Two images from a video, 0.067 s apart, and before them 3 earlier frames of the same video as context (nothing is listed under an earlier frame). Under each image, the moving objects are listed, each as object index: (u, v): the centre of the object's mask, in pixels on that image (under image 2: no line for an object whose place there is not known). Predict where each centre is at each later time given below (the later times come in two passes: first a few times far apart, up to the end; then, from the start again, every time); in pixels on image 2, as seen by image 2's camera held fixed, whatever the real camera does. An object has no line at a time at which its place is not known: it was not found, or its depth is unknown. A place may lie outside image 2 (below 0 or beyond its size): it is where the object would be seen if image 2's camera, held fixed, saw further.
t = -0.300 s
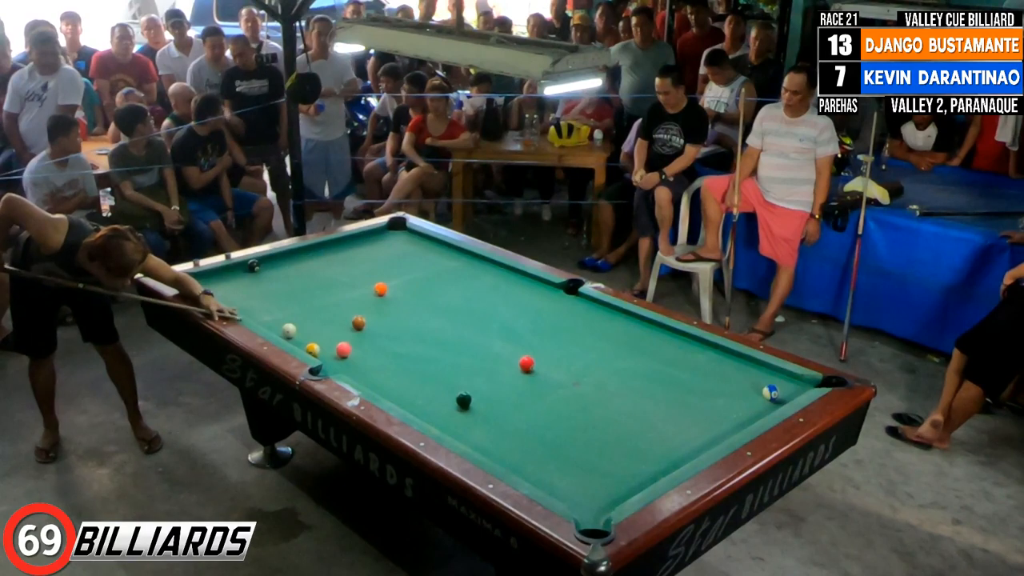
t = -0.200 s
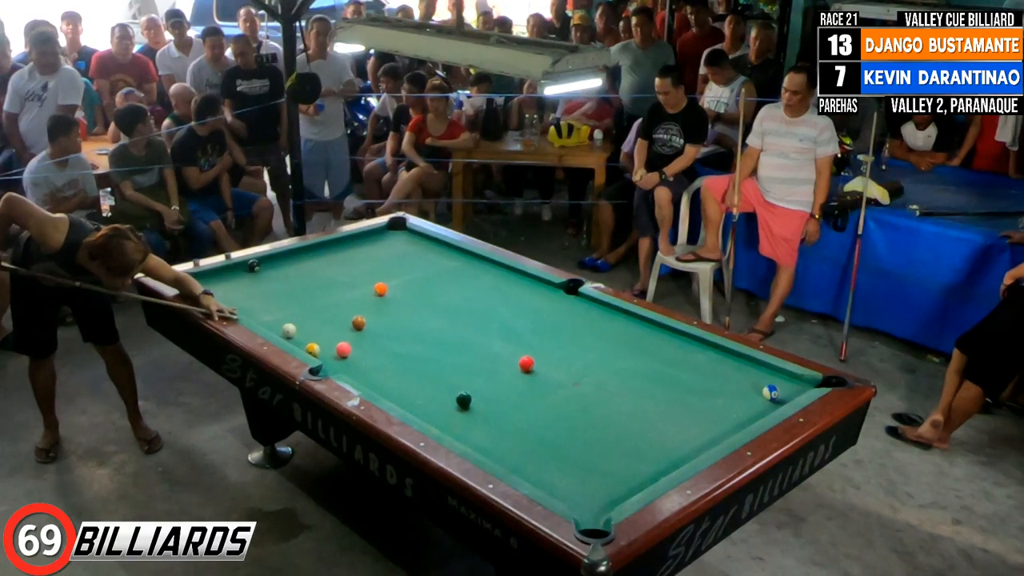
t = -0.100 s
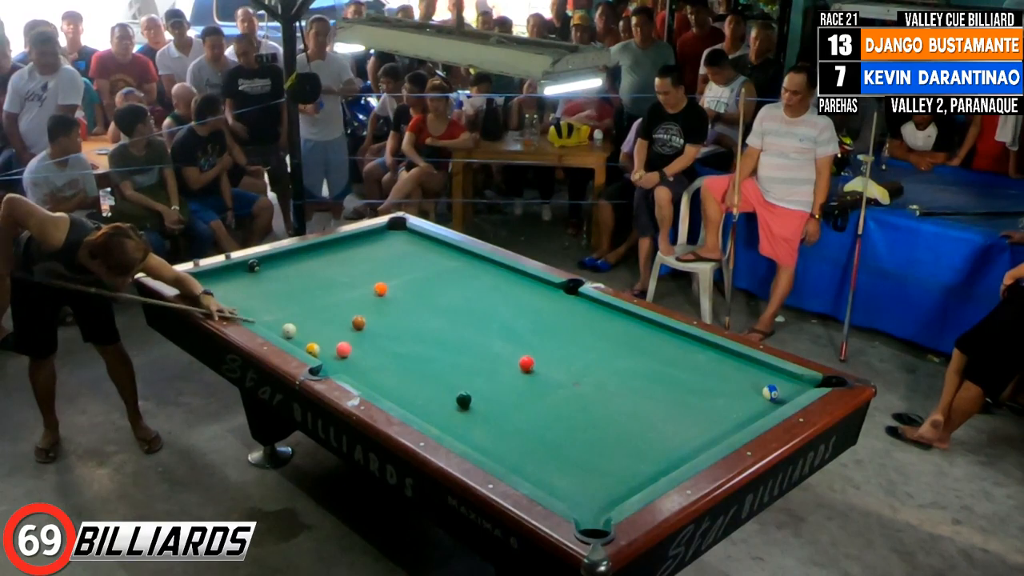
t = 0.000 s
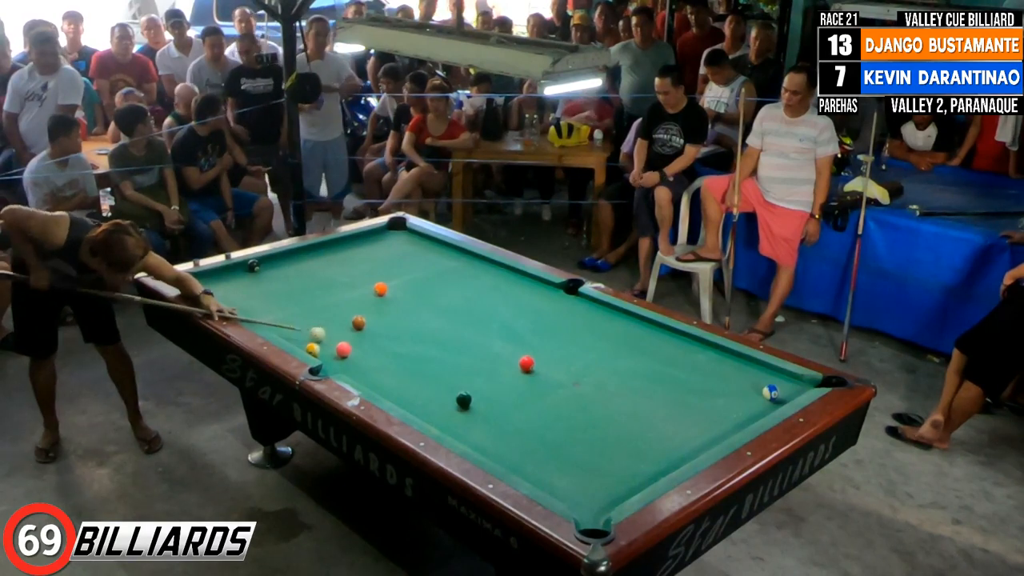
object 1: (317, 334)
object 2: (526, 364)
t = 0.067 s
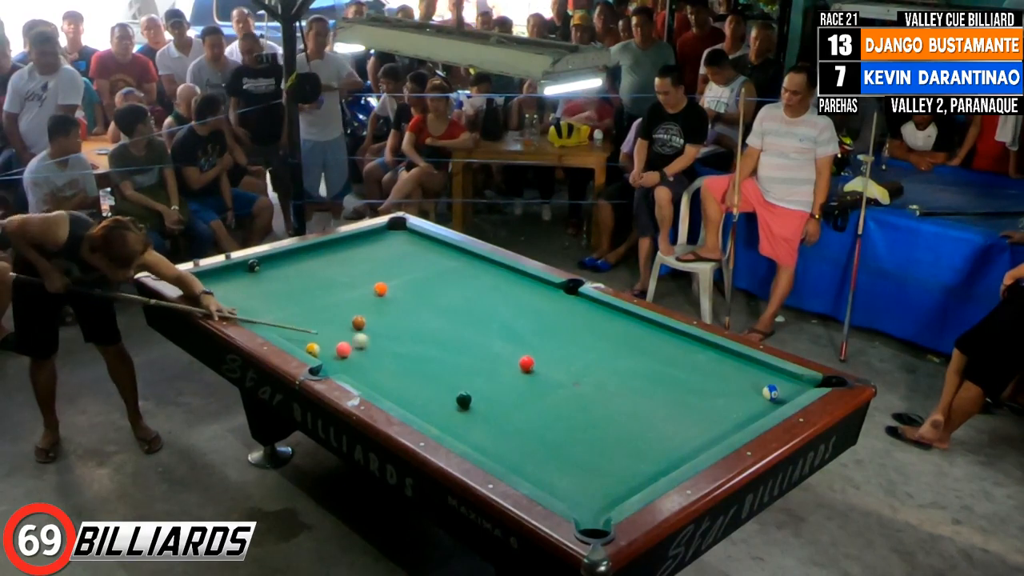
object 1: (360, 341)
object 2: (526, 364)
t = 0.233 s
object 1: (471, 357)
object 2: (526, 364)
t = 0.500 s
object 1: (529, 378)
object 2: (652, 371)
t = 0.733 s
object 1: (574, 396)
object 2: (764, 377)
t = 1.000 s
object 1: (629, 418)
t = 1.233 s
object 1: (680, 437)
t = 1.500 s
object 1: (692, 439)
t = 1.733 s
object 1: (667, 424)
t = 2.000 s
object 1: (642, 410)
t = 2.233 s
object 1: (623, 398)
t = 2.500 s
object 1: (602, 386)
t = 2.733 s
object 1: (585, 376)
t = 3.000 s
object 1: (569, 366)
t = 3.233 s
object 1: (555, 357)
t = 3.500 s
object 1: (541, 349)
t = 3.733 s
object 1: (530, 342)
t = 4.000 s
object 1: (519, 334)
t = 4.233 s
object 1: (510, 328)
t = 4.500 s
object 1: (501, 322)
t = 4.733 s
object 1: (494, 318)
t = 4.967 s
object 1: (488, 314)
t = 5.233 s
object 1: (482, 309)
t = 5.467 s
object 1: (477, 306)
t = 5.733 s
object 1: (473, 303)
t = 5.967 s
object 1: (469, 300)
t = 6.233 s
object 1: (467, 298)
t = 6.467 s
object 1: (465, 296)
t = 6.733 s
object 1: (463, 295)
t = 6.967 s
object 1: (462, 294)
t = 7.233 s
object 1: (460, 293)
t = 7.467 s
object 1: (460, 293)
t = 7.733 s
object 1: (460, 293)
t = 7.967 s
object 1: (460, 293)
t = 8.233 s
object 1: (460, 293)
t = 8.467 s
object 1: (460, 293)
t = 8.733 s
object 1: (460, 293)
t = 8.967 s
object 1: (460, 293)
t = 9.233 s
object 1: (460, 293)
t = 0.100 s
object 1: (382, 344)
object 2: (526, 364)
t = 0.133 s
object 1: (404, 347)
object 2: (526, 364)
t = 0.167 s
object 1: (426, 351)
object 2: (526, 364)
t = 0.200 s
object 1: (448, 354)
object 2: (526, 364)
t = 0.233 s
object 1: (471, 357)
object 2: (526, 364)
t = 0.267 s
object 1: (494, 361)
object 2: (526, 364)
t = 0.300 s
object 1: (511, 364)
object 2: (532, 364)
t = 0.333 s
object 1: (512, 366)
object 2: (554, 365)
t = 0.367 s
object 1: (513, 369)
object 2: (576, 367)
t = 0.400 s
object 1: (516, 371)
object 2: (596, 368)
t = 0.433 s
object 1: (520, 373)
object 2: (616, 369)
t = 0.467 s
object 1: (524, 375)
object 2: (634, 370)
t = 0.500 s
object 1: (529, 378)
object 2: (652, 371)
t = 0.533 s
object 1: (536, 380)
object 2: (669, 372)
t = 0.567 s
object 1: (542, 383)
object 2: (685, 373)
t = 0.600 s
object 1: (548, 386)
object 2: (701, 375)
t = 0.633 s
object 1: (555, 388)
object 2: (717, 375)
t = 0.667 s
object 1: (561, 391)
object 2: (733, 377)
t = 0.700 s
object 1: (568, 394)
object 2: (749, 377)
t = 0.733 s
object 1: (574, 396)
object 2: (764, 377)
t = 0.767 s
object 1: (581, 399)
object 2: (781, 379)
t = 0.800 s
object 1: (588, 401)
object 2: (797, 380)
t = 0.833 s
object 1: (595, 404)
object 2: (812, 381)
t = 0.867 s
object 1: (601, 407)
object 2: (827, 381)
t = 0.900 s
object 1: (608, 409)
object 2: (839, 384)
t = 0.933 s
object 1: (616, 412)
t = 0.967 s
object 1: (622, 415)
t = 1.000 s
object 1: (629, 418)
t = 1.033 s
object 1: (637, 420)
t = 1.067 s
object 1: (643, 423)
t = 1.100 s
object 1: (651, 426)
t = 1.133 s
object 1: (658, 429)
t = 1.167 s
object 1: (665, 432)
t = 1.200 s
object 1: (672, 435)
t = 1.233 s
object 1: (680, 437)
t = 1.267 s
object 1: (687, 440)
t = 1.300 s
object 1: (695, 443)
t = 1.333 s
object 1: (701, 445)
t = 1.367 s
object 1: (706, 445)
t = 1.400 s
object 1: (702, 444)
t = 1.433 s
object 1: (699, 443)
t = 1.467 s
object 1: (695, 441)
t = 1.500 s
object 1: (692, 439)
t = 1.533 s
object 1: (688, 436)
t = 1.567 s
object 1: (685, 434)
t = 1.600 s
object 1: (681, 432)
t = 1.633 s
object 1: (678, 430)
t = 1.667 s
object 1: (674, 428)
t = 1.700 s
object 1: (671, 427)
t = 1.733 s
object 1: (667, 424)
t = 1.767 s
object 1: (664, 423)
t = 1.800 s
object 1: (661, 421)
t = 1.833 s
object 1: (658, 419)
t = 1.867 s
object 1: (654, 417)
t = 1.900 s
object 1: (652, 415)
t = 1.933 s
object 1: (649, 413)
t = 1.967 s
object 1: (645, 412)
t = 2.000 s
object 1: (642, 410)
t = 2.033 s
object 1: (640, 408)
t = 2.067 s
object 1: (637, 407)
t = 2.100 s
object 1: (633, 405)
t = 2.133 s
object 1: (631, 403)
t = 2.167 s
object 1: (628, 401)
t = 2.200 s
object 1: (625, 400)
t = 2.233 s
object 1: (623, 398)
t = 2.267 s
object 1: (620, 397)
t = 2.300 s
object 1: (617, 395)
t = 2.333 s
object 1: (615, 394)
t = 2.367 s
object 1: (612, 392)
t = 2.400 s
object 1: (610, 391)
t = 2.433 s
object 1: (607, 389)
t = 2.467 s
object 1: (604, 387)
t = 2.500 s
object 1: (602, 386)
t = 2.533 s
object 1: (599, 385)
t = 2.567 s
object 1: (597, 383)
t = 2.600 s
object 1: (595, 382)
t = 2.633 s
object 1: (592, 380)
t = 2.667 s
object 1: (590, 379)
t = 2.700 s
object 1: (588, 378)
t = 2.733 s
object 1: (585, 376)
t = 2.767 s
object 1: (583, 375)
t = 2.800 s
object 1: (581, 373)
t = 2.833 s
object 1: (579, 372)
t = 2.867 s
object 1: (577, 371)
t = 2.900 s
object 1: (575, 369)
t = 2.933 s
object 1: (573, 368)
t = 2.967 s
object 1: (571, 367)
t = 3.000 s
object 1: (569, 366)
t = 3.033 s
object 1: (567, 364)
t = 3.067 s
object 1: (565, 363)
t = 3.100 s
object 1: (562, 362)
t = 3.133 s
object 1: (561, 361)
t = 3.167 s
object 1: (559, 360)
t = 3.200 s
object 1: (557, 359)
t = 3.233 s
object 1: (555, 357)
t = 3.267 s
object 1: (553, 356)
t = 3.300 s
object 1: (551, 355)
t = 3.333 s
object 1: (550, 354)
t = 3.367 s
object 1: (548, 353)
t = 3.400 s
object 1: (546, 352)
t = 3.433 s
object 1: (544, 351)
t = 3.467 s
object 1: (543, 350)
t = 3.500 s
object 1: (541, 349)
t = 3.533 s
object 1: (539, 347)
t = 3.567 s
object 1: (538, 346)
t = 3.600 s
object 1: (536, 346)
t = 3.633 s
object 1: (535, 345)
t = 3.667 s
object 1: (533, 343)
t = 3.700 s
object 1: (532, 342)
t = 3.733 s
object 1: (530, 342)
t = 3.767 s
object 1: (528, 341)
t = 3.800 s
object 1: (527, 340)
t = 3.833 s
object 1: (526, 339)
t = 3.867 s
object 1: (524, 338)
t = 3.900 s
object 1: (523, 337)
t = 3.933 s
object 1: (522, 336)
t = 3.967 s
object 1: (520, 335)
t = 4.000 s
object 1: (519, 334)
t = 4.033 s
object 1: (518, 333)
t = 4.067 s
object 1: (516, 332)
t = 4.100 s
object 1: (515, 332)
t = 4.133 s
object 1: (514, 331)
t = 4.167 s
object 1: (513, 330)
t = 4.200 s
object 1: (511, 329)
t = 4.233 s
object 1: (510, 328)
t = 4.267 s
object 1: (509, 327)
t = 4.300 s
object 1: (508, 327)
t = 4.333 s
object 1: (507, 326)
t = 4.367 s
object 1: (506, 325)
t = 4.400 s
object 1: (504, 325)
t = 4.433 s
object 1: (503, 324)
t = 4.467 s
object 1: (502, 323)
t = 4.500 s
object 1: (501, 322)
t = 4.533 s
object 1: (500, 322)
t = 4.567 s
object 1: (499, 321)
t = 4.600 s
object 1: (498, 320)
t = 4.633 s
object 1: (497, 320)
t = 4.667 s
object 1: (496, 319)
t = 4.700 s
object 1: (495, 318)
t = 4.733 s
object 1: (494, 318)
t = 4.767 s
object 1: (493, 317)
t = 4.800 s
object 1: (492, 316)
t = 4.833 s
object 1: (491, 316)
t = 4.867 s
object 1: (491, 315)
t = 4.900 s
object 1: (489, 315)
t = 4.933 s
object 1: (489, 314)
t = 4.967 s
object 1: (488, 314)
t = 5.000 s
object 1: (487, 313)
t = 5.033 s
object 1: (486, 312)
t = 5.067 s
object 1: (485, 312)
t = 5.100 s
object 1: (484, 311)
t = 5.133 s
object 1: (484, 311)
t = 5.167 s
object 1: (483, 310)
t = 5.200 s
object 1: (482, 310)
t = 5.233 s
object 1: (482, 309)
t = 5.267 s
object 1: (481, 309)
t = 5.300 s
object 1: (480, 308)
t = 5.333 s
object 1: (480, 308)
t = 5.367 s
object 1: (479, 307)
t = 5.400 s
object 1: (478, 307)
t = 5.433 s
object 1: (478, 306)
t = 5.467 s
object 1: (477, 306)
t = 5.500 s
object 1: (476, 306)
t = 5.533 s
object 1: (476, 305)
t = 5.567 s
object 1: (475, 305)
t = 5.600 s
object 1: (475, 304)
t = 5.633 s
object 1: (474, 304)
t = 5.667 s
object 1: (474, 304)
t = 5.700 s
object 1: (473, 303)
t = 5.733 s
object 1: (473, 303)
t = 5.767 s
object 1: (472, 302)
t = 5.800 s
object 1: (472, 302)
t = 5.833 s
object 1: (471, 302)
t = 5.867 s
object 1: (471, 301)
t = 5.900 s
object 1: (470, 301)
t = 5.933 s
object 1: (470, 300)
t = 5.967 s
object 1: (469, 300)
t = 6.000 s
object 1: (469, 300)
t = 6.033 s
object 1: (469, 300)
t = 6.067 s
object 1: (468, 299)
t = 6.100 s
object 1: (468, 299)
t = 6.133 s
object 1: (468, 299)
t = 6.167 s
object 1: (468, 298)
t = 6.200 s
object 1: (467, 298)
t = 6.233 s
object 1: (467, 298)
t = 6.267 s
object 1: (467, 298)
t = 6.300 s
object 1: (466, 297)
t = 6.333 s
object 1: (466, 297)
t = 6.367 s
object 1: (466, 297)
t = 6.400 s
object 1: (466, 296)
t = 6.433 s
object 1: (465, 296)
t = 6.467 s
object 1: (465, 296)
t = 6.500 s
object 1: (465, 296)
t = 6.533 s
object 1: (464, 296)
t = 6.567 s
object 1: (464, 296)
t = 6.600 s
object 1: (464, 296)
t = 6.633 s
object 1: (464, 295)
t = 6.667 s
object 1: (463, 295)
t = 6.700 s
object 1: (463, 295)
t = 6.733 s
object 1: (463, 295)
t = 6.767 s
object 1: (463, 295)
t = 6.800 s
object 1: (463, 295)
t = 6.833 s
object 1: (462, 294)
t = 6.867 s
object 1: (462, 294)
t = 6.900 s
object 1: (462, 294)
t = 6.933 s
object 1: (462, 294)
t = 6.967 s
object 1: (462, 294)
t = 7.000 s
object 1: (462, 294)
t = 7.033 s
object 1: (461, 294)
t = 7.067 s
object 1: (461, 294)
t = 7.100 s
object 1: (461, 294)
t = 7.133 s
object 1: (461, 294)
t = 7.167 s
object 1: (460, 293)
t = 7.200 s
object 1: (460, 293)
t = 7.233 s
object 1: (460, 293)
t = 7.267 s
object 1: (460, 293)
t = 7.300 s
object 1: (460, 293)
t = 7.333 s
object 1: (460, 293)
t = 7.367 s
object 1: (460, 293)
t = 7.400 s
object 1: (460, 293)
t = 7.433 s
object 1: (460, 293)
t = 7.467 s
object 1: (460, 293)
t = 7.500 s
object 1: (460, 293)
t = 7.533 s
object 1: (460, 293)
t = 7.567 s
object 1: (460, 293)
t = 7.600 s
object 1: (460, 293)
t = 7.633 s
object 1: (460, 293)
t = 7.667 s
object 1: (460, 293)
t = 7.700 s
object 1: (460, 293)
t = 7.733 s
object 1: (460, 293)
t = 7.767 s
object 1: (460, 293)
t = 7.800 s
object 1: (460, 293)
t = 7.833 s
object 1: (460, 293)
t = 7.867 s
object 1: (460, 293)
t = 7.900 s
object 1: (460, 293)
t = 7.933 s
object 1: (460, 293)
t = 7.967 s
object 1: (460, 293)
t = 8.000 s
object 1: (460, 293)
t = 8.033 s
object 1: (460, 293)
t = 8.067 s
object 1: (460, 293)
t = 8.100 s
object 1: (460, 293)
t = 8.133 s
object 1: (460, 293)
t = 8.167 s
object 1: (460, 293)
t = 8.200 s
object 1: (460, 293)
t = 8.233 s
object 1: (460, 293)
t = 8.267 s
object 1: (460, 293)
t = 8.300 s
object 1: (460, 293)
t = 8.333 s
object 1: (460, 293)
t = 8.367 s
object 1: (460, 293)
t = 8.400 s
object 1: (460, 293)
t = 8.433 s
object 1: (460, 293)
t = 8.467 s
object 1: (460, 293)
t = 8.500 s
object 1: (460, 293)
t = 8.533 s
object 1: (460, 293)
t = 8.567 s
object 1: (460, 293)
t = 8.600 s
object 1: (460, 293)
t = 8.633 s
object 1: (460, 293)
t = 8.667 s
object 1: (460, 293)
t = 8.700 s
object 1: (460, 293)
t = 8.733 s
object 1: (460, 293)
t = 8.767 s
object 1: (460, 293)
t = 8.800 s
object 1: (460, 293)
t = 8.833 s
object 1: (460, 293)
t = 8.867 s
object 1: (460, 293)
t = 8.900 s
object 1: (460, 293)
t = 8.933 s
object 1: (460, 293)
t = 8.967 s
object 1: (460, 293)
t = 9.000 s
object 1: (460, 293)
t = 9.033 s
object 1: (460, 293)
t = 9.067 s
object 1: (460, 293)
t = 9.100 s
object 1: (460, 293)
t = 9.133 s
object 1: (460, 293)
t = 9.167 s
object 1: (460, 293)
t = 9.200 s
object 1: (460, 293)
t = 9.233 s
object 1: (460, 293)
